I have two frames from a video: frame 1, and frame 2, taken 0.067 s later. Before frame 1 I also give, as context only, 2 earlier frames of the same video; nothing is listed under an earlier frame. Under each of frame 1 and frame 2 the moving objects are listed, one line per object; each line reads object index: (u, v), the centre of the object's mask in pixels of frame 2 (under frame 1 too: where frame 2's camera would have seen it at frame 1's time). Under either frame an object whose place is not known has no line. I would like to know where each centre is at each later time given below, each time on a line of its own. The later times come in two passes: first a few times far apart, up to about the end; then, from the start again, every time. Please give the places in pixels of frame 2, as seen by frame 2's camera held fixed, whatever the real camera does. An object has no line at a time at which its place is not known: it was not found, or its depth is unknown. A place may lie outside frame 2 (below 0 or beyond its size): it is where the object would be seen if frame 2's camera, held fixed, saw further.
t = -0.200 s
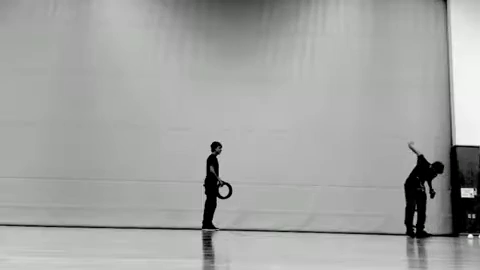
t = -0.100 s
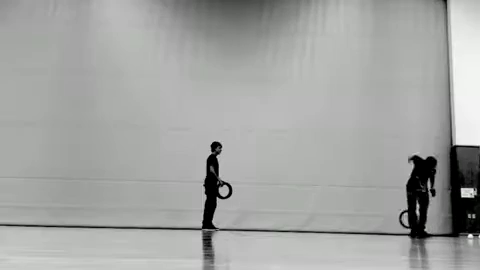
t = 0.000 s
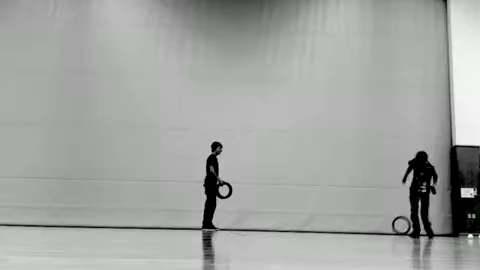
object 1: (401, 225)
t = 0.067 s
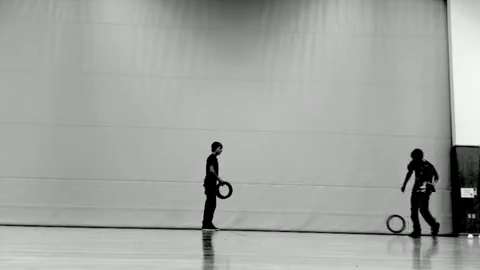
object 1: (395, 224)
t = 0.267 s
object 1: (379, 225)
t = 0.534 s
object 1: (354, 225)
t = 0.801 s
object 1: (324, 224)
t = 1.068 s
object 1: (288, 223)
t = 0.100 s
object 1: (393, 223)
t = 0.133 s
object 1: (390, 222)
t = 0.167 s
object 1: (387, 222)
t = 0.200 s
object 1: (384, 224)
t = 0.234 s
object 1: (382, 225)
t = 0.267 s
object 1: (379, 225)
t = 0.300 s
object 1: (376, 224)
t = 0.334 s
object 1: (373, 224)
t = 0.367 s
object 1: (370, 224)
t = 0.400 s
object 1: (367, 225)
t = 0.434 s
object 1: (364, 224)
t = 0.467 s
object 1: (361, 225)
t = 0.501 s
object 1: (357, 225)
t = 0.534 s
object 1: (354, 225)
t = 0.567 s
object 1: (351, 225)
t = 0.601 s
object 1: (347, 225)
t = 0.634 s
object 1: (344, 224)
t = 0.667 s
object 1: (340, 224)
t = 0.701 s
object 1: (336, 224)
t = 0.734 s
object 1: (332, 224)
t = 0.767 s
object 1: (328, 224)
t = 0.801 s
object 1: (324, 224)
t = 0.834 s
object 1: (320, 224)
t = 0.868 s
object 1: (316, 224)
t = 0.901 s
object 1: (312, 224)
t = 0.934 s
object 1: (307, 223)
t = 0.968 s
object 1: (302, 223)
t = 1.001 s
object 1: (298, 223)
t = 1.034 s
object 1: (293, 223)
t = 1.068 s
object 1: (288, 223)
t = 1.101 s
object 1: (283, 223)
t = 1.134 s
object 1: (278, 223)
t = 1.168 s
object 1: (273, 223)
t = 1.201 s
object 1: (267, 223)
